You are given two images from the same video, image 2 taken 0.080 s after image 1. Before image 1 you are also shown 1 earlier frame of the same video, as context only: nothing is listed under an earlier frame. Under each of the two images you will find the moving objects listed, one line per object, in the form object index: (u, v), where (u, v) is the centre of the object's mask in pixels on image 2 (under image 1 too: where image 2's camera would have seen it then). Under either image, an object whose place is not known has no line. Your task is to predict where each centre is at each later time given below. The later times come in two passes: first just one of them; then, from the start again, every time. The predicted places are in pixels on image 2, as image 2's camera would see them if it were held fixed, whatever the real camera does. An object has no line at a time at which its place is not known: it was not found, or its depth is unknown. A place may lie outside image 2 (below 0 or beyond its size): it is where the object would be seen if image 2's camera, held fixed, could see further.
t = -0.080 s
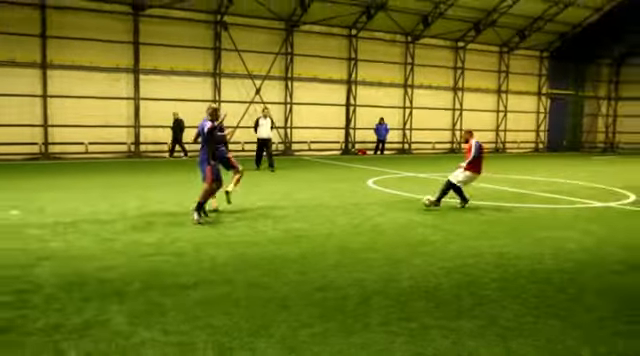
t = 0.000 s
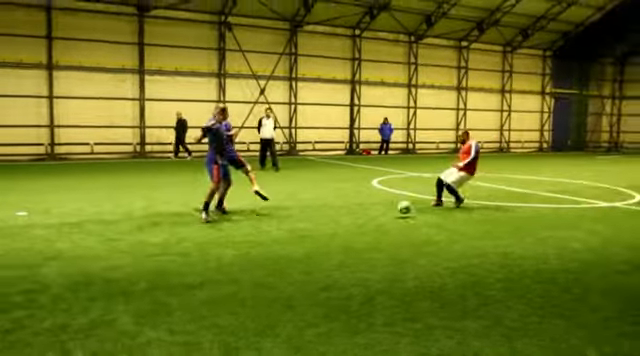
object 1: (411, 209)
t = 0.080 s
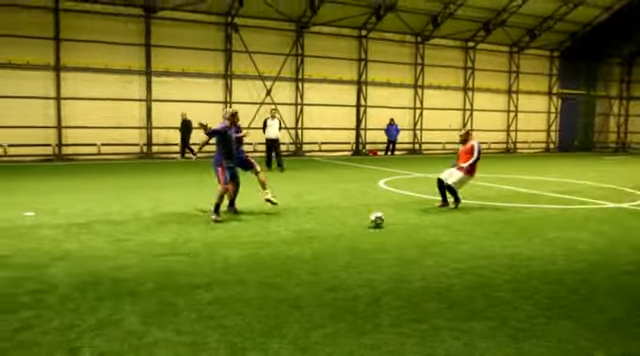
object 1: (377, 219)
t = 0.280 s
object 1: (277, 241)
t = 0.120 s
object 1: (359, 223)
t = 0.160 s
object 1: (341, 226)
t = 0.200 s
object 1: (321, 229)
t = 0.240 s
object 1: (300, 234)
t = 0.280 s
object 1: (277, 241)
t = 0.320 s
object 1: (251, 251)
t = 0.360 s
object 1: (227, 255)
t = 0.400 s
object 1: (200, 259)
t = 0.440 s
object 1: (172, 266)
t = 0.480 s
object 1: (139, 276)
